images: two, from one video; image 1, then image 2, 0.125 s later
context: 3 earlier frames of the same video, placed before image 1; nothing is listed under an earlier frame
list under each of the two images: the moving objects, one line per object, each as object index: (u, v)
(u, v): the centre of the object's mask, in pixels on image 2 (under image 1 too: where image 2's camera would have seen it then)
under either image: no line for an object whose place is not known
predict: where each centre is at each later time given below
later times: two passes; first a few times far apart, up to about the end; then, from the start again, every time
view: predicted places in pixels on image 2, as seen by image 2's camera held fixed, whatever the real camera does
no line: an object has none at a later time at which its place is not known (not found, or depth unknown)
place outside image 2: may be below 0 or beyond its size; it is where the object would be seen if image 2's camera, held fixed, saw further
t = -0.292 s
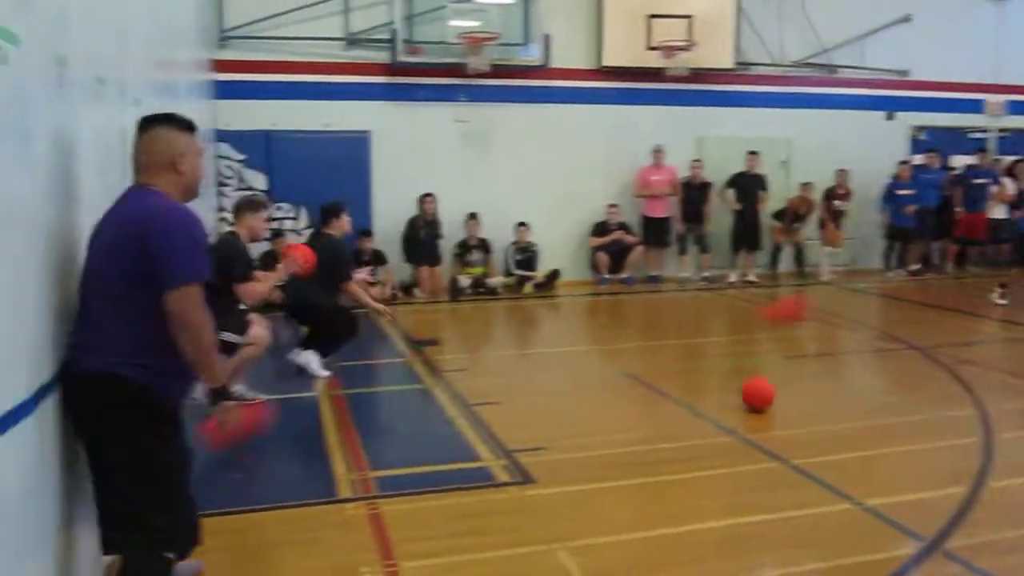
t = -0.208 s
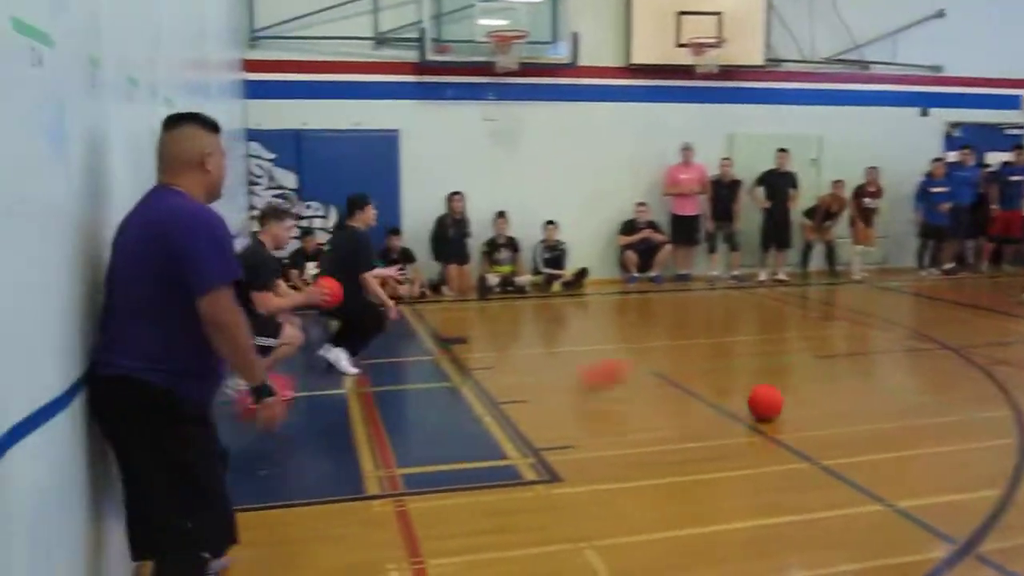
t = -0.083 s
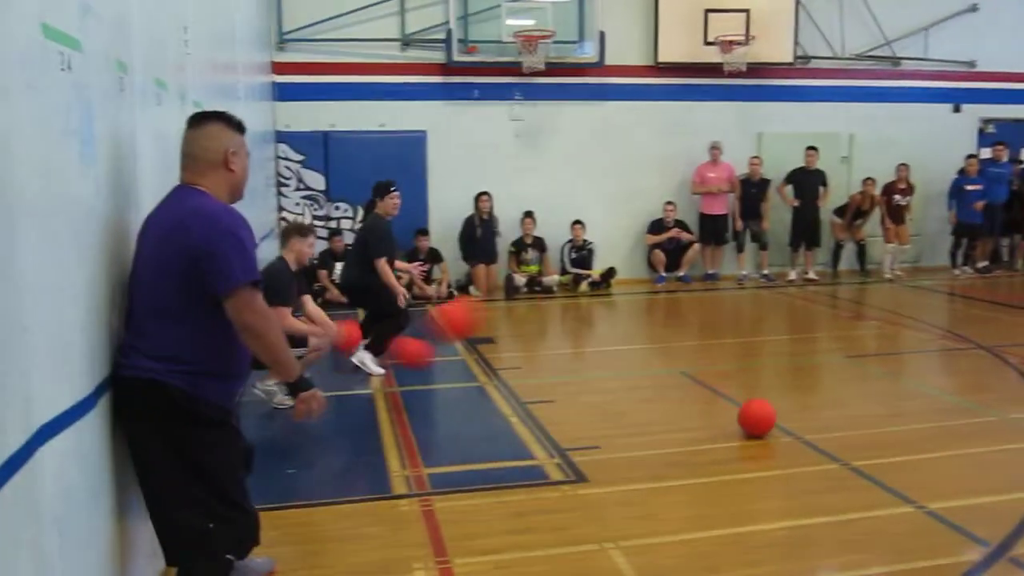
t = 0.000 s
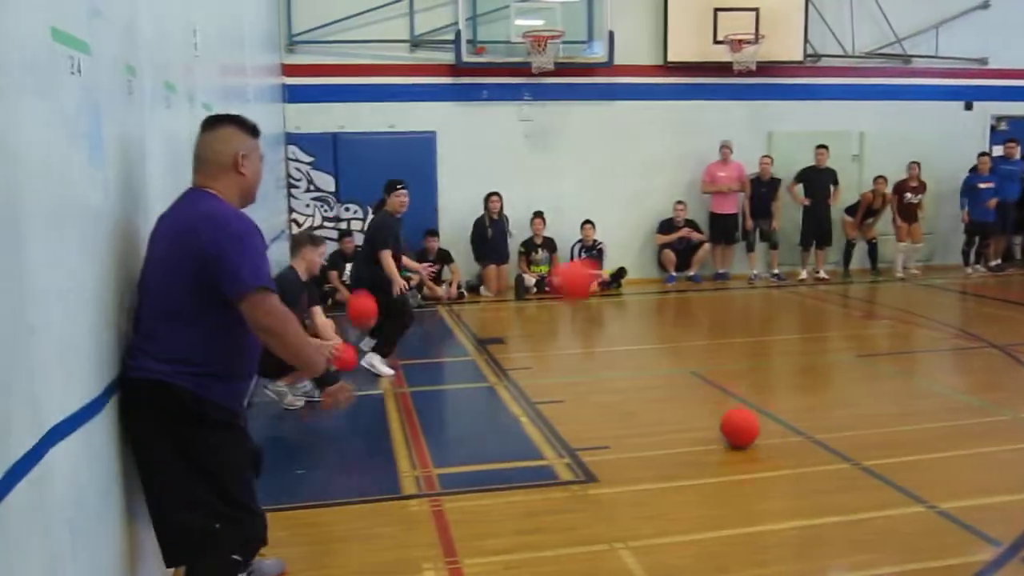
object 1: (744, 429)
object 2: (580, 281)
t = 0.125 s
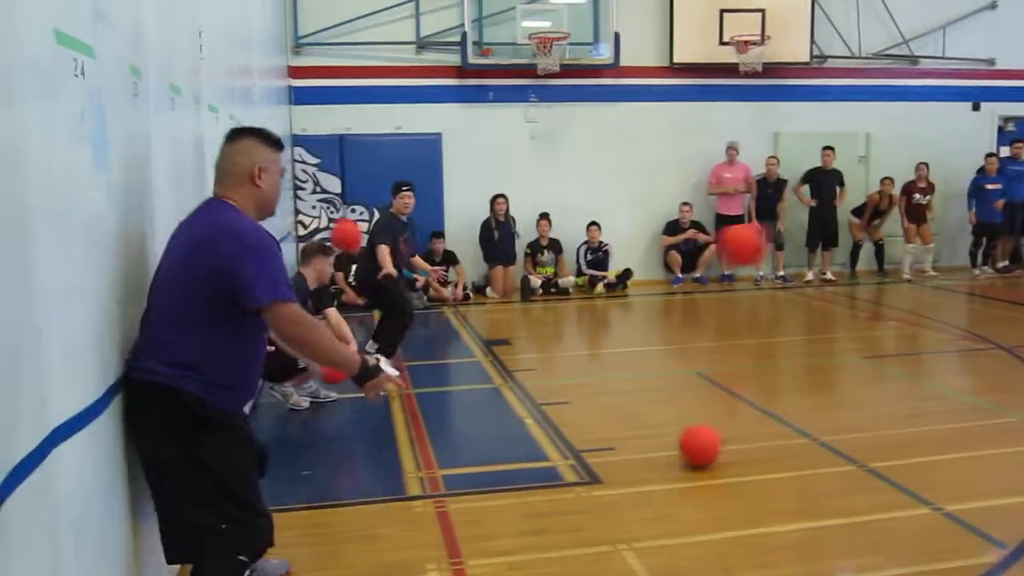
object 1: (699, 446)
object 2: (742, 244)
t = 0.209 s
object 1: (666, 459)
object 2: (849, 234)
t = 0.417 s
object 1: (573, 492)
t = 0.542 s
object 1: (510, 516)
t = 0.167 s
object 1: (683, 453)
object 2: (798, 237)
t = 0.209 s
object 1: (666, 459)
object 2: (849, 234)
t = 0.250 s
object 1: (649, 465)
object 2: (907, 234)
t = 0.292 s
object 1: (631, 472)
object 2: (963, 237)
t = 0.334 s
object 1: (613, 479)
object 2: (1008, 243)
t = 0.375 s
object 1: (594, 485)
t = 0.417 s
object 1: (573, 492)
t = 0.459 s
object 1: (553, 500)
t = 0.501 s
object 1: (532, 508)
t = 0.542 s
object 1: (510, 516)
